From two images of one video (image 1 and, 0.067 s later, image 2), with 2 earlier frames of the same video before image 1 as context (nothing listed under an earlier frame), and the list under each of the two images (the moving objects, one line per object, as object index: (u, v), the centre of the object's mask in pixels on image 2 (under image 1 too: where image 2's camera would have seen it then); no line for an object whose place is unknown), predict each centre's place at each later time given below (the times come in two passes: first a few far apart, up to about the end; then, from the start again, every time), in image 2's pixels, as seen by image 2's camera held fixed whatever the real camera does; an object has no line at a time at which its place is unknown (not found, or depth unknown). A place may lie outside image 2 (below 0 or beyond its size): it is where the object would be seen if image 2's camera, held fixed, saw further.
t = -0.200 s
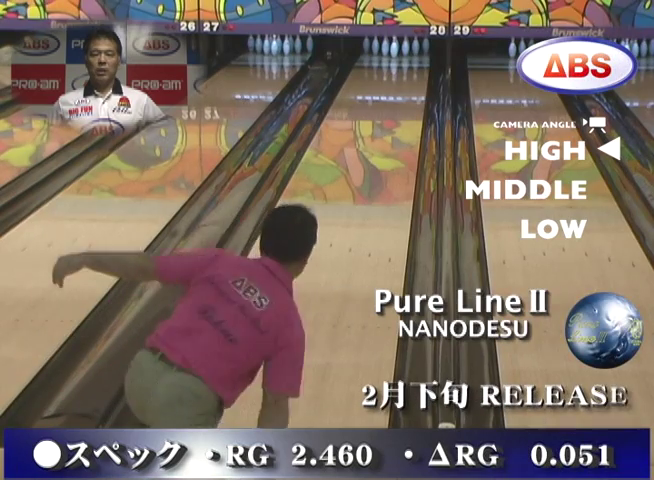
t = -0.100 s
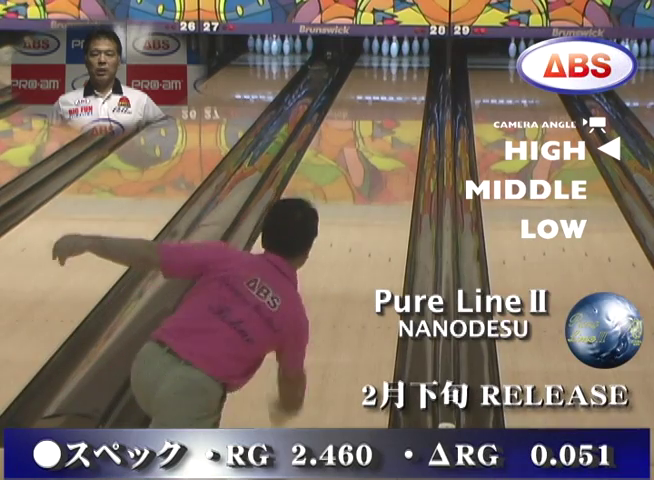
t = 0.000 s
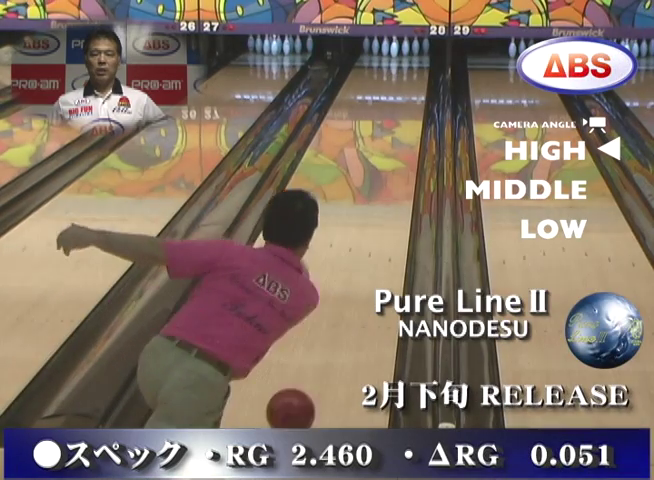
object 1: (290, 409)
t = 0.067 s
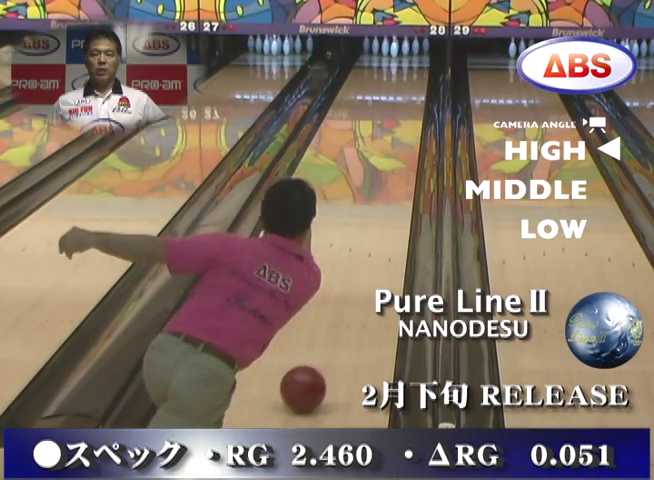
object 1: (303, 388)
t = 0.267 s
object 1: (331, 307)
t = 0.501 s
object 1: (356, 247)
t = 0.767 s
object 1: (377, 199)
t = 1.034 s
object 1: (391, 168)
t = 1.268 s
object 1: (400, 141)
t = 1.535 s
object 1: (407, 118)
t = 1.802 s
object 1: (410, 99)
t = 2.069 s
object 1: (411, 81)
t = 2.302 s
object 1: (409, 71)
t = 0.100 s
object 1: (308, 375)
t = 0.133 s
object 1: (313, 361)
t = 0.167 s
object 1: (319, 340)
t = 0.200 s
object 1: (323, 328)
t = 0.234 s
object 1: (328, 317)
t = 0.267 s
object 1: (331, 307)
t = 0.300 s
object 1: (334, 298)
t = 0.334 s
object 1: (339, 288)
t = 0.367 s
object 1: (343, 279)
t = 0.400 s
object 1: (346, 270)
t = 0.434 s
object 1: (350, 263)
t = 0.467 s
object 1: (353, 255)
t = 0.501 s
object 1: (356, 247)
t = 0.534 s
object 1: (359, 240)
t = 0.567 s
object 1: (362, 233)
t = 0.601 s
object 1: (365, 227)
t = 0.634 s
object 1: (367, 221)
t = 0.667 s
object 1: (369, 215)
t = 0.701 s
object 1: (372, 209)
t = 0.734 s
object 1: (374, 204)
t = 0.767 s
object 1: (377, 199)
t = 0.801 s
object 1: (379, 194)
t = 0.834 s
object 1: (380, 189)
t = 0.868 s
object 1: (382, 190)
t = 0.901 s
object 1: (384, 186)
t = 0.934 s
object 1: (386, 181)
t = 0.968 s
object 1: (388, 176)
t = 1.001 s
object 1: (389, 172)
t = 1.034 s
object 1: (391, 168)
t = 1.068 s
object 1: (392, 164)
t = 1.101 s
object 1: (394, 160)
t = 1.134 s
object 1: (395, 156)
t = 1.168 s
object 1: (396, 152)
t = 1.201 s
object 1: (398, 148)
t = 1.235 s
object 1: (399, 145)
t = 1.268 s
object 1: (400, 141)
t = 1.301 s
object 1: (401, 138)
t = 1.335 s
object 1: (402, 135)
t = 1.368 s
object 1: (403, 132)
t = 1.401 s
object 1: (404, 129)
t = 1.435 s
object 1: (405, 126)
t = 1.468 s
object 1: (406, 123)
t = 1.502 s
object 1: (406, 121)
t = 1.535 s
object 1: (407, 118)
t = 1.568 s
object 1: (408, 115)
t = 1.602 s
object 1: (408, 113)
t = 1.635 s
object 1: (409, 110)
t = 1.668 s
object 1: (409, 108)
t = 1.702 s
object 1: (409, 105)
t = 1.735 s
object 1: (410, 103)
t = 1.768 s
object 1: (410, 101)
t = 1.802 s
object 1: (410, 99)
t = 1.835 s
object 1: (411, 96)
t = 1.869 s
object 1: (411, 94)
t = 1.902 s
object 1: (411, 92)
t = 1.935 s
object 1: (411, 89)
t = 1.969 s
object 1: (411, 88)
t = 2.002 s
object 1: (411, 86)
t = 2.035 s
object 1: (411, 84)
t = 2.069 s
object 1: (411, 81)
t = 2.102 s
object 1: (411, 80)
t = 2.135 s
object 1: (411, 79)
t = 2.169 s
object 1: (411, 77)
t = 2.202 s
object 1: (410, 75)
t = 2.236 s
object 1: (410, 74)
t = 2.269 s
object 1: (410, 72)
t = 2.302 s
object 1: (409, 71)
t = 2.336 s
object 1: (409, 69)
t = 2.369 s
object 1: (408, 68)
